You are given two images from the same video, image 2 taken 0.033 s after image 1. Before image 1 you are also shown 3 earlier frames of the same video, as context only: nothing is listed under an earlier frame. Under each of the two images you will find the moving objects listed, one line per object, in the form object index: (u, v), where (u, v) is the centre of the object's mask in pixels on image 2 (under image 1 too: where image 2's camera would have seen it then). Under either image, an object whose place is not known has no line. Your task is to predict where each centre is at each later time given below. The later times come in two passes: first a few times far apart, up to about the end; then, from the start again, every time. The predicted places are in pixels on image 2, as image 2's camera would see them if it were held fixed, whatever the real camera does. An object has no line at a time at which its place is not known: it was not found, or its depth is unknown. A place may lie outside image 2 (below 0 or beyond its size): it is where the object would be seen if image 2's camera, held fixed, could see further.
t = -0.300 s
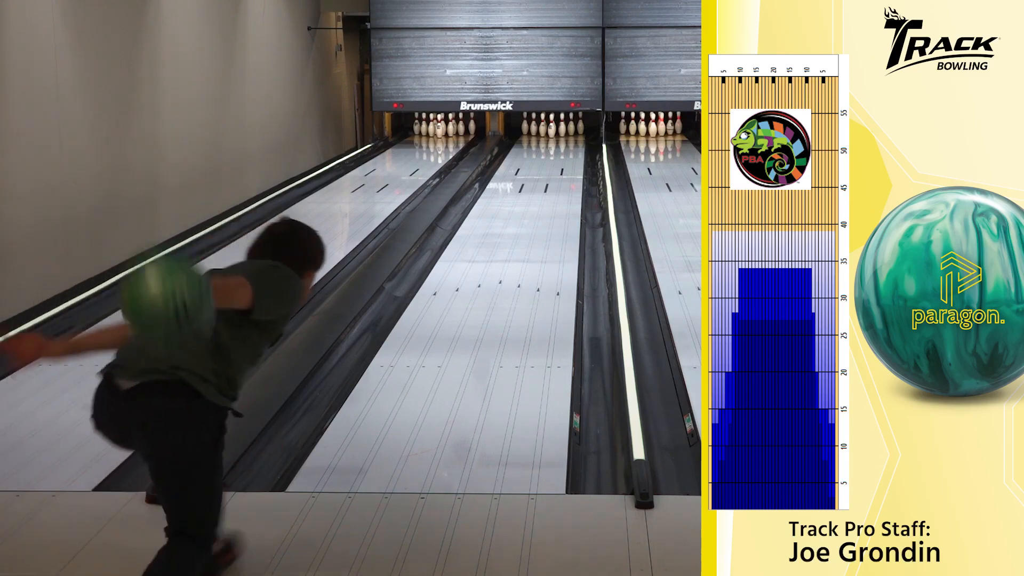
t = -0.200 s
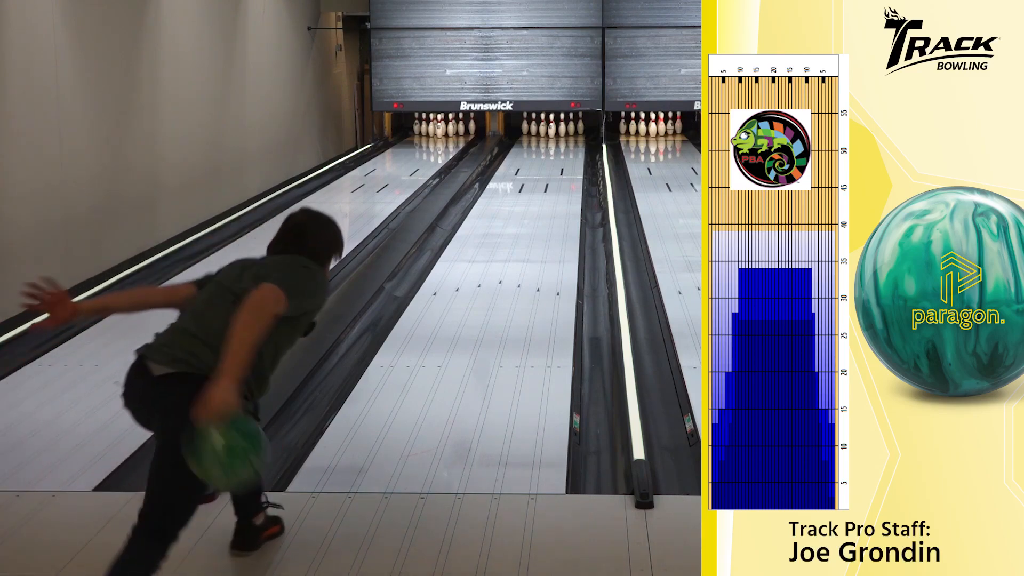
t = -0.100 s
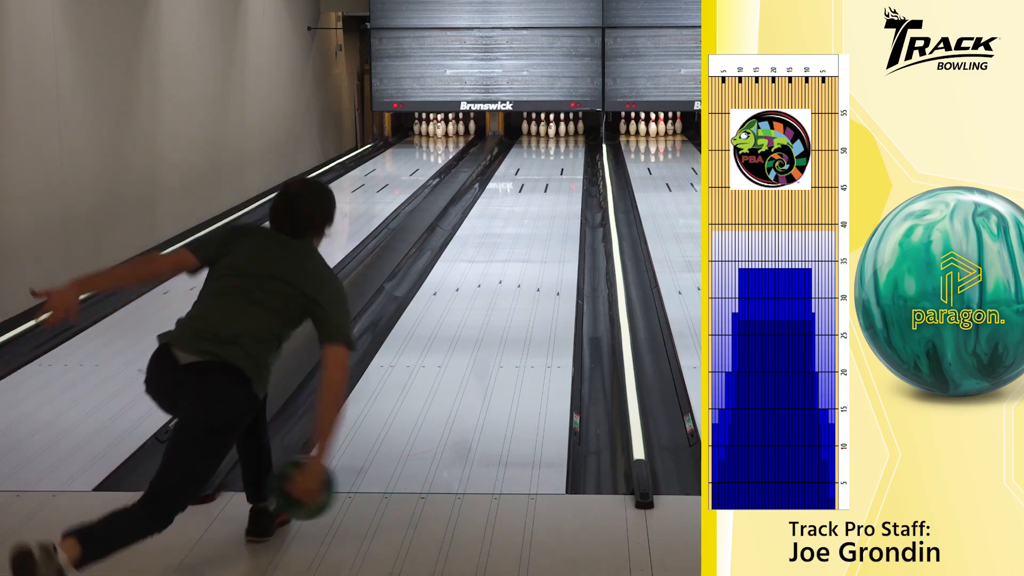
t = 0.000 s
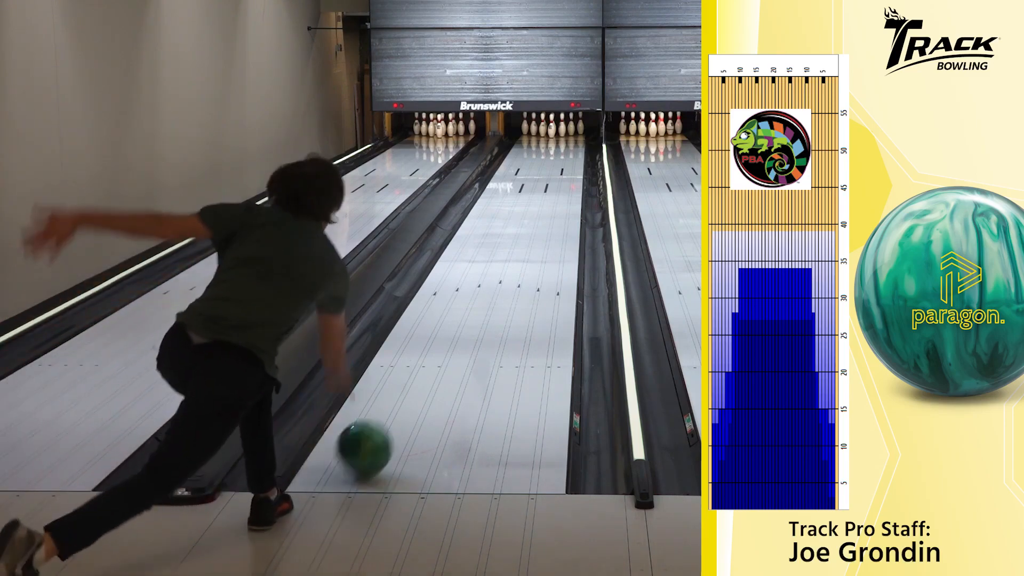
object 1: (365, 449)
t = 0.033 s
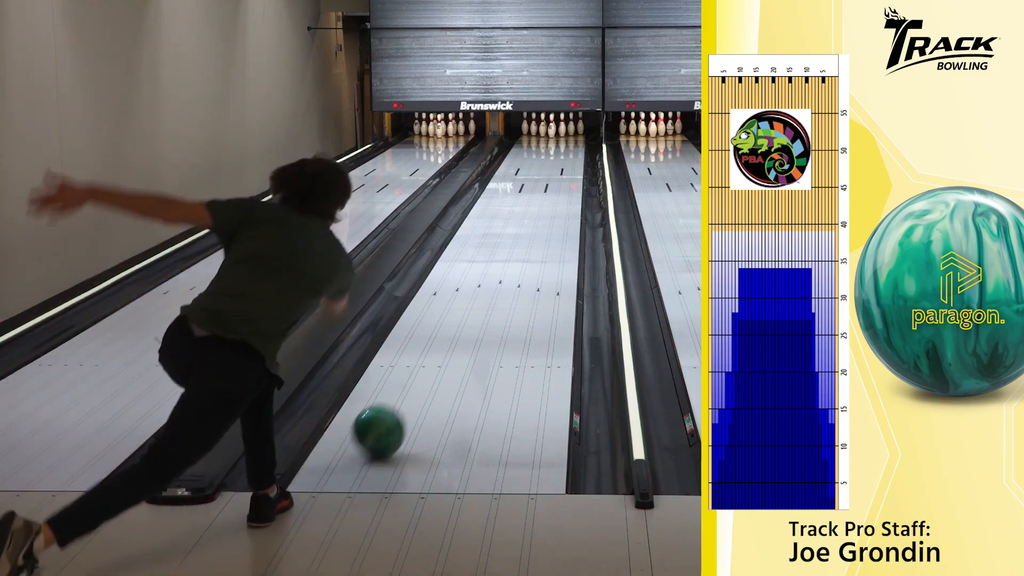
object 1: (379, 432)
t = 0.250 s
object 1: (447, 339)
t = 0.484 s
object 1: (492, 278)
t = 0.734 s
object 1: (522, 234)
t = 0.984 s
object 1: (543, 203)
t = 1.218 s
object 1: (557, 182)
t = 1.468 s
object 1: (567, 164)
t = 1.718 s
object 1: (571, 151)
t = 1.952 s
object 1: (568, 141)
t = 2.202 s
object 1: (559, 132)
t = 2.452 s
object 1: (558, 128)
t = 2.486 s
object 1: (558, 129)
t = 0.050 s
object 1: (386, 422)
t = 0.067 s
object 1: (392, 414)
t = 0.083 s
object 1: (399, 406)
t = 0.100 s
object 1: (404, 398)
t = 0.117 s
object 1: (410, 391)
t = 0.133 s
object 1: (415, 383)
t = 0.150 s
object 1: (421, 377)
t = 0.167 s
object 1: (425, 370)
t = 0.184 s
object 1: (430, 363)
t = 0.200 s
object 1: (435, 356)
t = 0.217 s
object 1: (439, 350)
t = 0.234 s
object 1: (443, 345)
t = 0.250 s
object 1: (447, 339)
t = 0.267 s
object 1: (451, 334)
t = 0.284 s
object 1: (455, 329)
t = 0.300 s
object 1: (459, 323)
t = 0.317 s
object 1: (462, 318)
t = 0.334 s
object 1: (465, 314)
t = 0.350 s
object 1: (469, 309)
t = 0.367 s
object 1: (472, 305)
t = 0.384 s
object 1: (475, 301)
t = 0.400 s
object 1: (478, 296)
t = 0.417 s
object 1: (481, 292)
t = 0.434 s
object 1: (484, 288)
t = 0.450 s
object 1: (487, 285)
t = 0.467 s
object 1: (489, 281)
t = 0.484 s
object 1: (492, 278)
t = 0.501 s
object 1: (494, 274)
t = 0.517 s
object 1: (497, 271)
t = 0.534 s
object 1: (499, 268)
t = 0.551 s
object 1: (501, 265)
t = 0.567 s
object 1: (503, 261)
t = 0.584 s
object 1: (506, 258)
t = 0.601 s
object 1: (508, 255)
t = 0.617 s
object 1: (510, 252)
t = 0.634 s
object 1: (512, 249)
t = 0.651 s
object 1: (514, 246)
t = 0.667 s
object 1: (516, 244)
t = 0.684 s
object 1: (517, 241)
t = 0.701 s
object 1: (519, 239)
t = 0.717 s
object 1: (521, 236)
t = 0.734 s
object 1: (522, 234)
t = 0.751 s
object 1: (524, 231)
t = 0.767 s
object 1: (526, 229)
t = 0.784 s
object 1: (527, 227)
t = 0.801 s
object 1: (529, 225)
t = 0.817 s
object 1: (530, 222)
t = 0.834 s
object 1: (532, 220)
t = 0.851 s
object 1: (533, 218)
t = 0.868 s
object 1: (534, 216)
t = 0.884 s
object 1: (536, 214)
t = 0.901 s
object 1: (537, 212)
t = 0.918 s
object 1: (538, 210)
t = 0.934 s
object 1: (540, 208)
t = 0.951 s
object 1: (541, 206)
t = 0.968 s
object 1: (542, 205)
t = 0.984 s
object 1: (543, 203)
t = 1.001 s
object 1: (544, 201)
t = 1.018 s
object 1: (546, 200)
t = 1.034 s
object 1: (547, 198)
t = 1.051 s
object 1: (548, 196)
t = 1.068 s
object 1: (549, 195)
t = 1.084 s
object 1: (550, 193)
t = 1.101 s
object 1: (551, 192)
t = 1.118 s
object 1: (552, 190)
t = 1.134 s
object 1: (553, 189)
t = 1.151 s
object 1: (554, 187)
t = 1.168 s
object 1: (555, 186)
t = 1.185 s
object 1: (555, 185)
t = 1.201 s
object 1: (556, 183)
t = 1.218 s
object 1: (557, 182)
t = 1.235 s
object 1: (558, 181)
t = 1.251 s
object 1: (559, 179)
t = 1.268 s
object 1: (559, 178)
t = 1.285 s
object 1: (560, 176)
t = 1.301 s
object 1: (561, 175)
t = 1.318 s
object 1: (561, 174)
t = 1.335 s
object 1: (562, 173)
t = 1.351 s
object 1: (563, 172)
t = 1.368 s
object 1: (564, 170)
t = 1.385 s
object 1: (565, 169)
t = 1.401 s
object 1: (565, 168)
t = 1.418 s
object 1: (565, 167)
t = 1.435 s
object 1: (566, 166)
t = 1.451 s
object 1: (566, 165)
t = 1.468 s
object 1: (567, 164)
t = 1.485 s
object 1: (568, 163)
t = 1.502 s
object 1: (568, 162)
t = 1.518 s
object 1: (568, 162)
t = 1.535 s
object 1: (569, 161)
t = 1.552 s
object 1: (571, 160)
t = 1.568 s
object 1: (571, 159)
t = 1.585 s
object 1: (570, 157)
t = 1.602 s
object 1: (570, 156)
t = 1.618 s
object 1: (570, 155)
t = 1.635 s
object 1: (570, 154)
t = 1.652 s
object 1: (571, 154)
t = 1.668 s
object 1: (571, 153)
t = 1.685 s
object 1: (570, 152)
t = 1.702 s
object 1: (571, 151)
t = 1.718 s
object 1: (571, 151)
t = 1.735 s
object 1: (571, 149)
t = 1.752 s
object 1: (571, 149)
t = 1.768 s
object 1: (571, 148)
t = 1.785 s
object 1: (570, 148)
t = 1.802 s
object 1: (570, 147)
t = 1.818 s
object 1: (570, 146)
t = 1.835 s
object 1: (570, 146)
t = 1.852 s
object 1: (570, 145)
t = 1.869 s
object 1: (569, 144)
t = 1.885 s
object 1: (569, 143)
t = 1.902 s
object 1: (569, 143)
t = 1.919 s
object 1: (568, 142)
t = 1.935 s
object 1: (568, 142)
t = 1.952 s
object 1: (568, 141)
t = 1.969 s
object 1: (567, 140)
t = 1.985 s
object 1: (567, 140)
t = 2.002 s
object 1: (566, 139)
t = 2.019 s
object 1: (566, 138)
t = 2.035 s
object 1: (565, 138)
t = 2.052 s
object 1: (565, 137)
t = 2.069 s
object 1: (564, 136)
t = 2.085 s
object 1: (563, 136)
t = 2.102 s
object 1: (562, 136)
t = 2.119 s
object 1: (562, 136)
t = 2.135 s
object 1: (561, 135)
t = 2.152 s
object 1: (561, 134)
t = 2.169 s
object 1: (560, 134)
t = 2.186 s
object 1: (559, 133)
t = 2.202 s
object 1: (559, 132)
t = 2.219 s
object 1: (558, 132)
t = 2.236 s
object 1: (558, 132)
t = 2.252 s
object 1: (559, 131)
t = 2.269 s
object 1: (558, 131)
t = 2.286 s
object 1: (558, 130)
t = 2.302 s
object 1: (557, 130)
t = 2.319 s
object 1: (558, 130)
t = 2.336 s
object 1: (558, 130)
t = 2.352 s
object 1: (558, 130)
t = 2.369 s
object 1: (557, 129)
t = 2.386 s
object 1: (558, 129)
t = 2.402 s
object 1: (557, 129)
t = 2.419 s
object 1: (557, 128)
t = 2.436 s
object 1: (557, 128)
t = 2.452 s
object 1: (558, 128)
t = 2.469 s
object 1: (558, 129)
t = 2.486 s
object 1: (558, 129)
